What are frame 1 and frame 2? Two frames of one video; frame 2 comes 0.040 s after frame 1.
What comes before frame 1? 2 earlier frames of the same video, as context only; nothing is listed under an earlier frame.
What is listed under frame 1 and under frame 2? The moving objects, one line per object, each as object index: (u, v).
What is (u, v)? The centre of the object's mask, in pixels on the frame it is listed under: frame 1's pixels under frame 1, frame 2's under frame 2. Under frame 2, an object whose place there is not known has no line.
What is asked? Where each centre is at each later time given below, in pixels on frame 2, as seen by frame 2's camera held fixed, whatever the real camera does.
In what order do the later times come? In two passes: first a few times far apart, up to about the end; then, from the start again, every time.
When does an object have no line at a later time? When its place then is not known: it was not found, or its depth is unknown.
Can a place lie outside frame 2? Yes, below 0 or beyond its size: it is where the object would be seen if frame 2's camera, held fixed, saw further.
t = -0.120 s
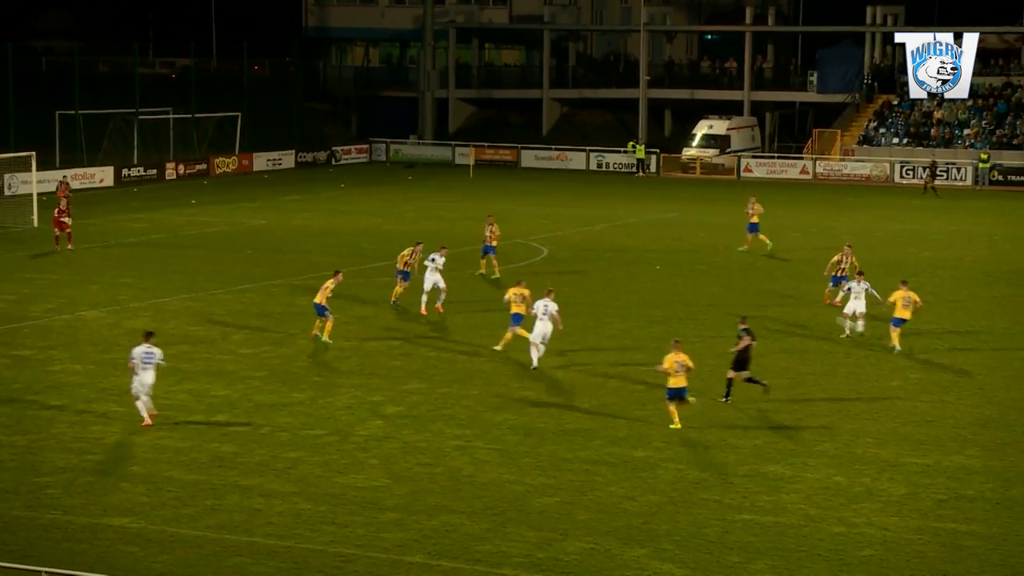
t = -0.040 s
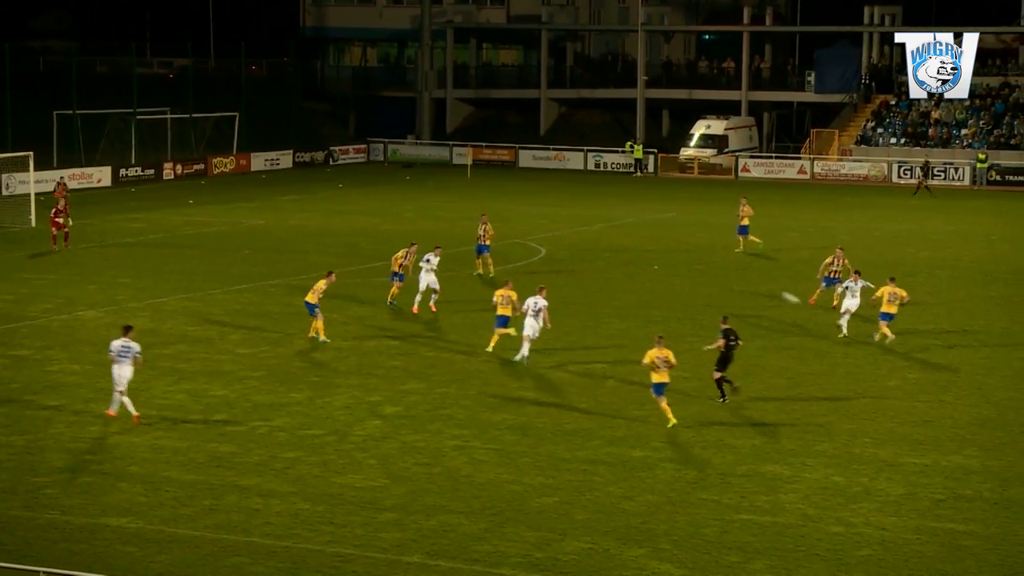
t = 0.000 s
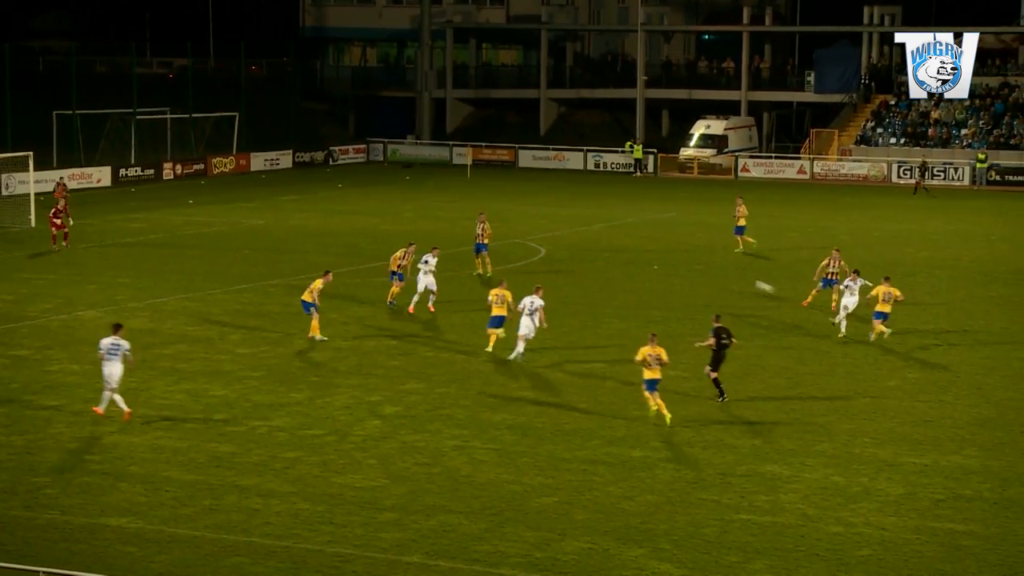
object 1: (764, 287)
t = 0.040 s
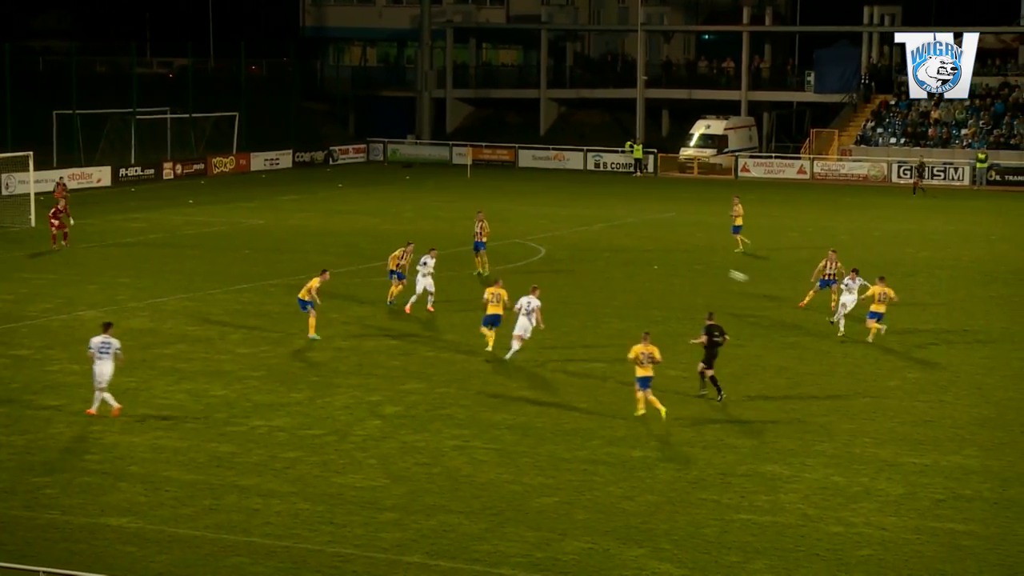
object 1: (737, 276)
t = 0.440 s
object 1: (479, 202)
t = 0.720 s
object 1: (299, 190)
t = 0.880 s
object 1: (198, 198)
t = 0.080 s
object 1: (711, 266)
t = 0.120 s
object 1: (685, 256)
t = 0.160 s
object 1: (659, 248)
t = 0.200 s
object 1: (633, 240)
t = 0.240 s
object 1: (607, 231)
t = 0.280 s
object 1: (581, 224)
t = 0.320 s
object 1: (555, 218)
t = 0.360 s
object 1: (530, 212)
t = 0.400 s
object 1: (504, 207)
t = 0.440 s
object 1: (479, 202)
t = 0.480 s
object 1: (454, 198)
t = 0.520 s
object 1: (428, 195)
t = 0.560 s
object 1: (402, 193)
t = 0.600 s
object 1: (376, 191)
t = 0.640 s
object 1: (351, 190)
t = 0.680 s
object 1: (325, 190)
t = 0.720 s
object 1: (299, 190)
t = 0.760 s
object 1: (274, 191)
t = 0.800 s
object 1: (249, 193)
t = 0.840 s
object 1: (223, 196)
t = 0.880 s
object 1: (198, 198)
